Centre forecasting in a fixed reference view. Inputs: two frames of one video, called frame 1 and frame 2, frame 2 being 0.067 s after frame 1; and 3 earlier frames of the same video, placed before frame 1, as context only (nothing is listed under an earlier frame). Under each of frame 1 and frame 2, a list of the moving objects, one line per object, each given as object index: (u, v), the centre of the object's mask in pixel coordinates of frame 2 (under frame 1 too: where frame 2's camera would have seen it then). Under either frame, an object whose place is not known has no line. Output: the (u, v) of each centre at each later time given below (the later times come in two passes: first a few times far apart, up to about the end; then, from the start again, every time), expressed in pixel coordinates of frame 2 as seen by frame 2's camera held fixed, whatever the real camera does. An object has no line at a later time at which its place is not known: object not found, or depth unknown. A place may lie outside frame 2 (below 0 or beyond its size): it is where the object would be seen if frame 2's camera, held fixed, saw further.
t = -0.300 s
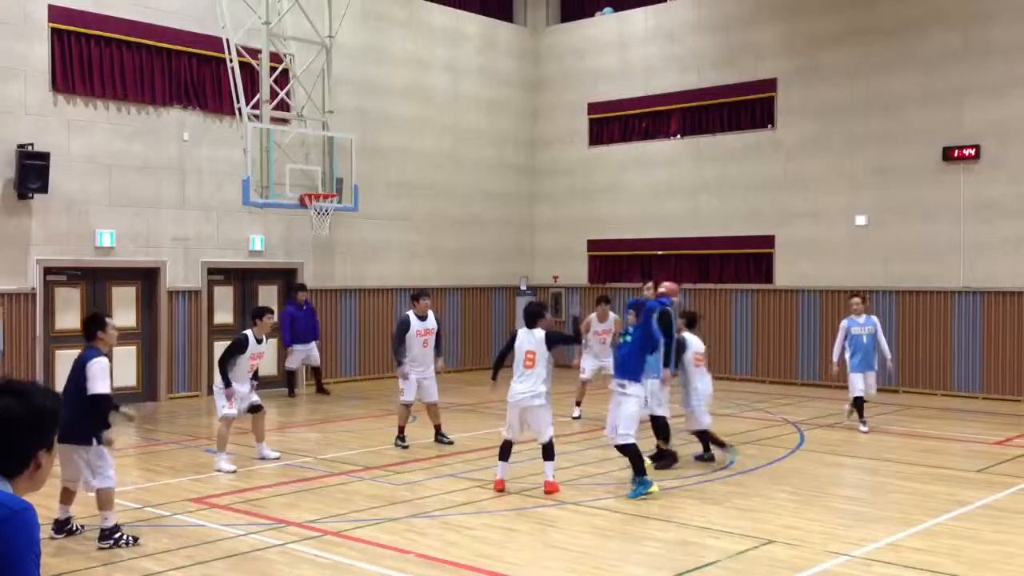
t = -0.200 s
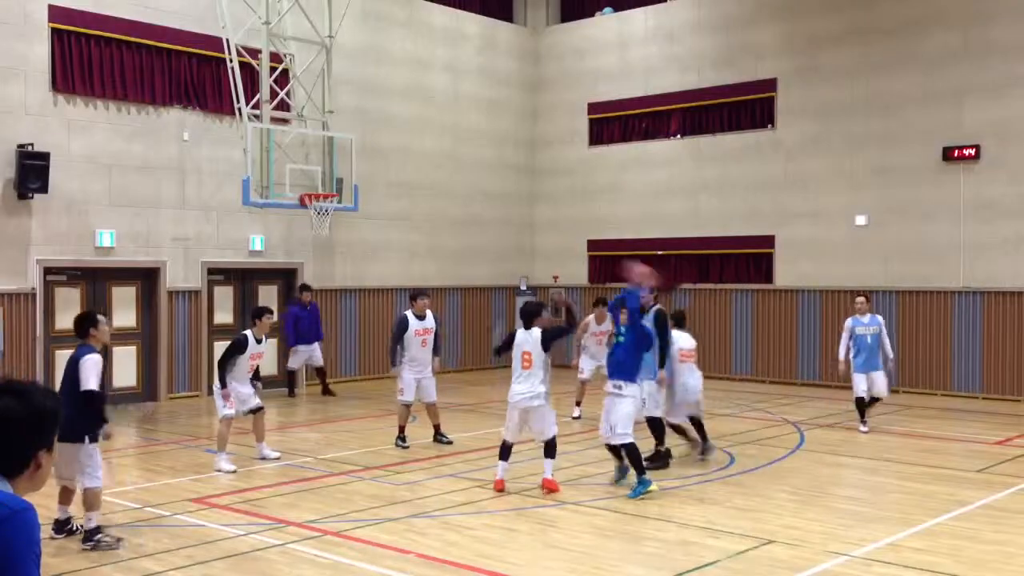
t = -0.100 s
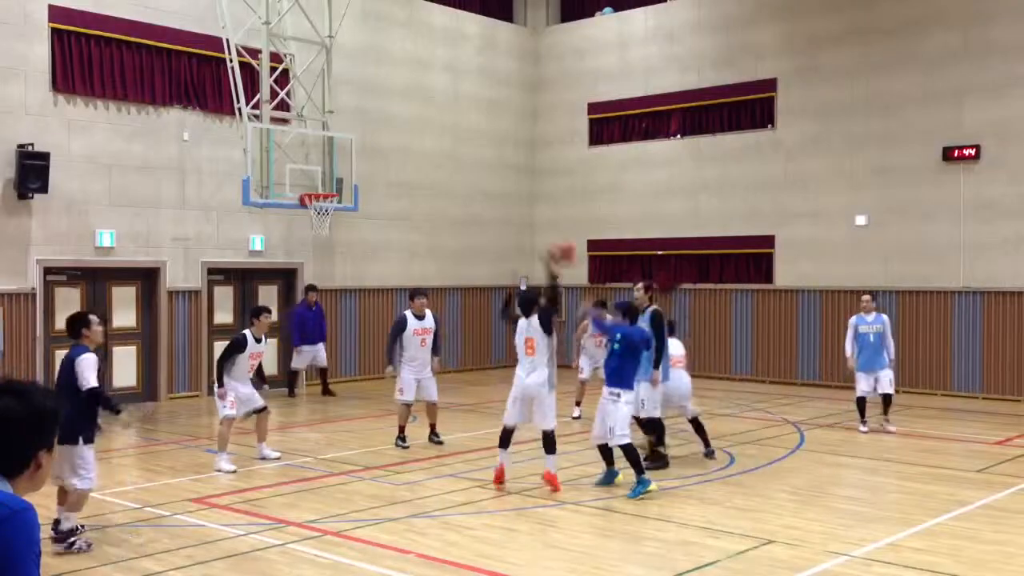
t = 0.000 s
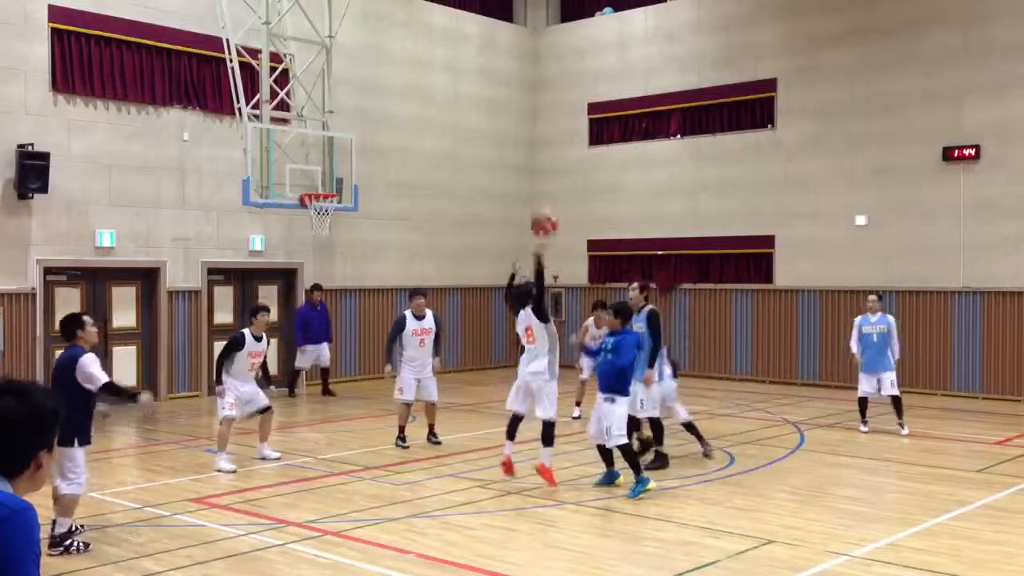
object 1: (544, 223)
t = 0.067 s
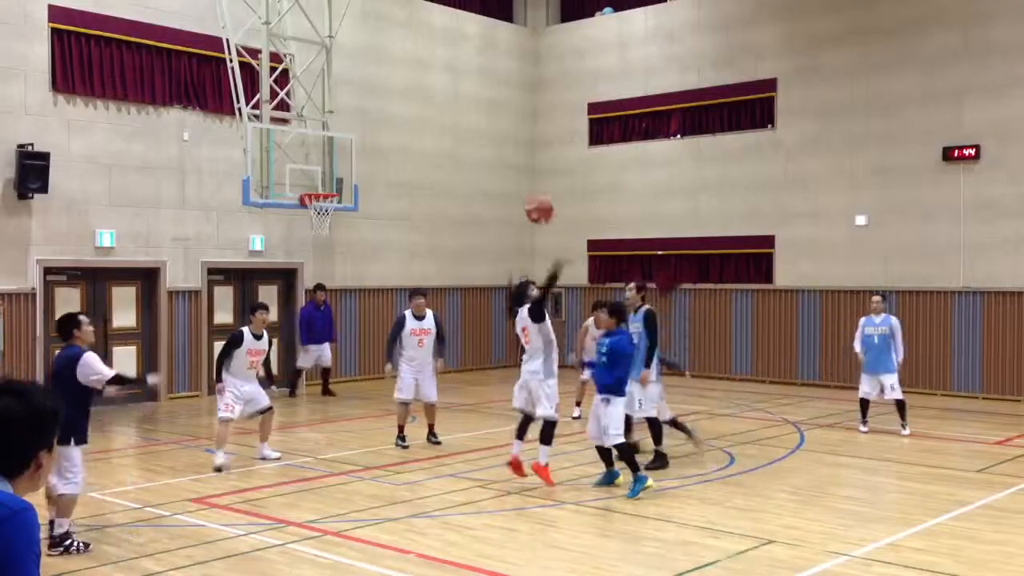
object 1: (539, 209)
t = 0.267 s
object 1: (525, 201)
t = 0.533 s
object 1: (503, 265)
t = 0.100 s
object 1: (537, 206)
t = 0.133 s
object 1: (534, 202)
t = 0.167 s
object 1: (531, 200)
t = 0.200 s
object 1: (529, 200)
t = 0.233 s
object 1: (527, 200)
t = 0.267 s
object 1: (525, 201)
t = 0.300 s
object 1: (523, 204)
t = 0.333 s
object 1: (521, 208)
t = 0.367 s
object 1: (516, 216)
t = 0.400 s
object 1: (514, 220)
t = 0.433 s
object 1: (512, 226)
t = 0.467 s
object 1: (509, 239)
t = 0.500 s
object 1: (505, 250)
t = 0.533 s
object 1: (503, 265)
